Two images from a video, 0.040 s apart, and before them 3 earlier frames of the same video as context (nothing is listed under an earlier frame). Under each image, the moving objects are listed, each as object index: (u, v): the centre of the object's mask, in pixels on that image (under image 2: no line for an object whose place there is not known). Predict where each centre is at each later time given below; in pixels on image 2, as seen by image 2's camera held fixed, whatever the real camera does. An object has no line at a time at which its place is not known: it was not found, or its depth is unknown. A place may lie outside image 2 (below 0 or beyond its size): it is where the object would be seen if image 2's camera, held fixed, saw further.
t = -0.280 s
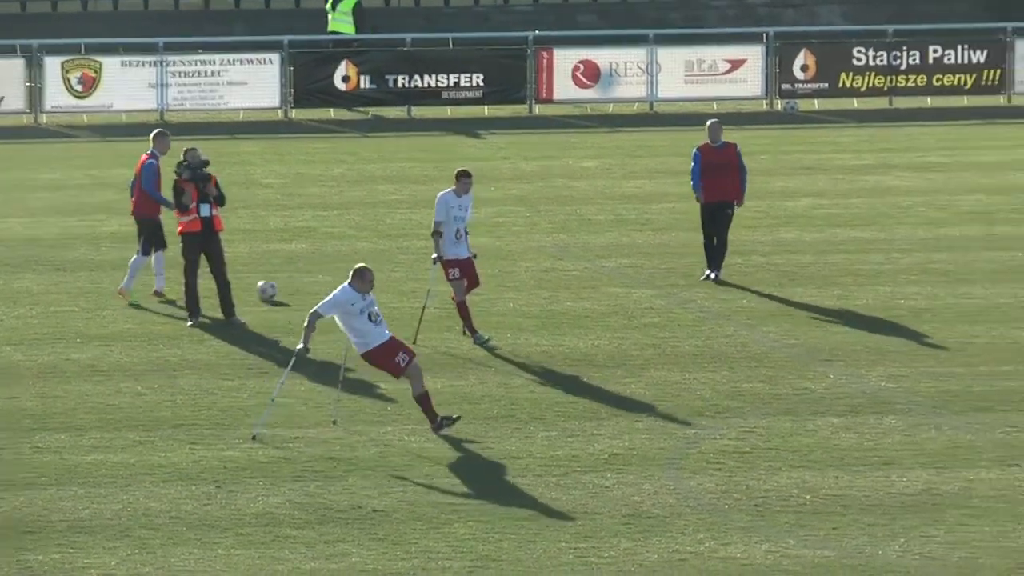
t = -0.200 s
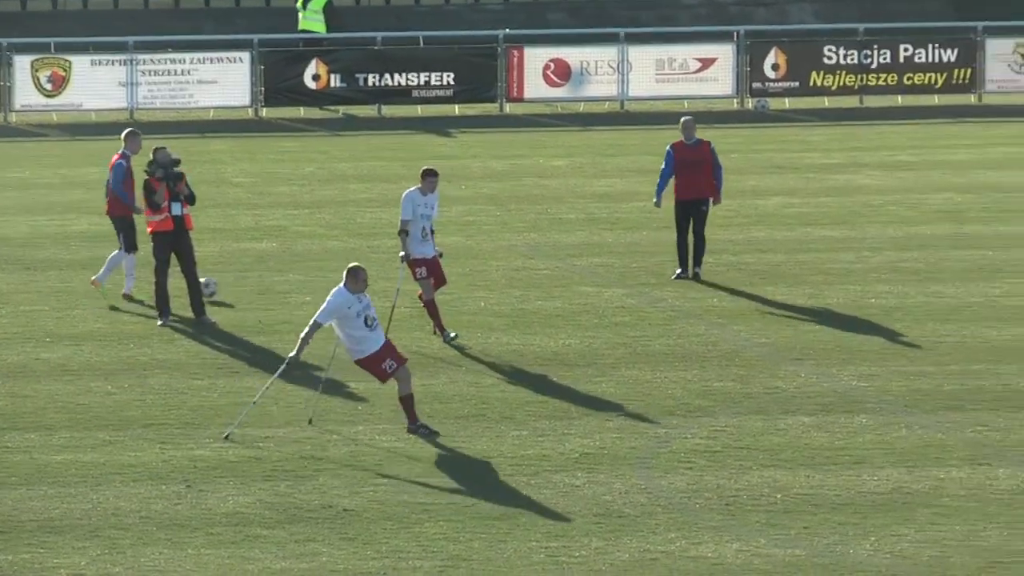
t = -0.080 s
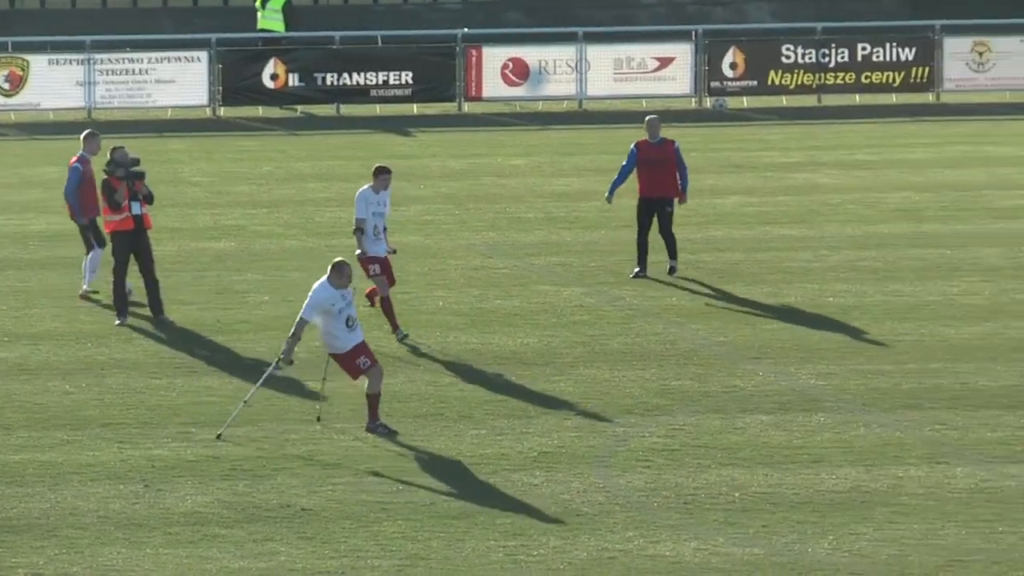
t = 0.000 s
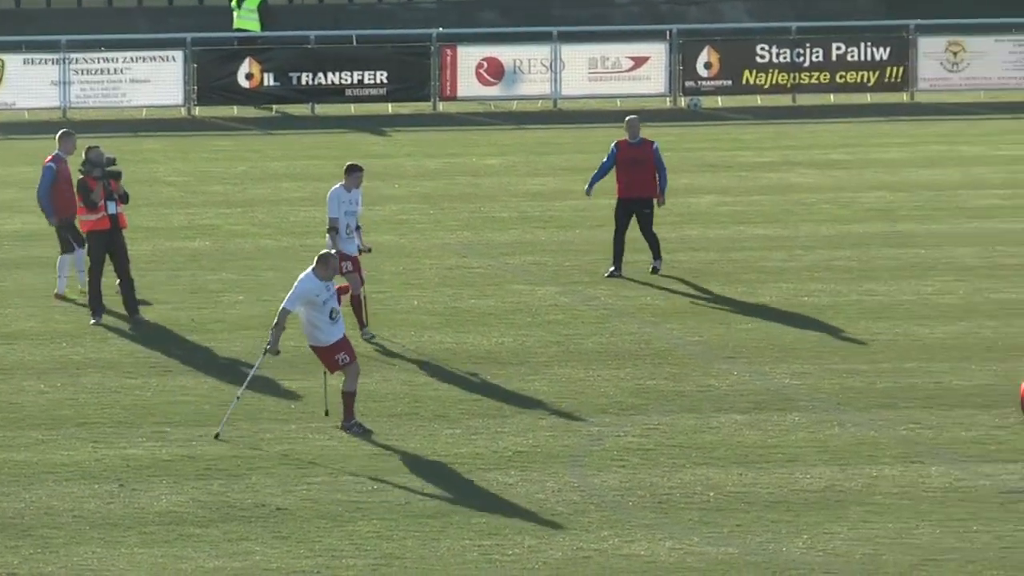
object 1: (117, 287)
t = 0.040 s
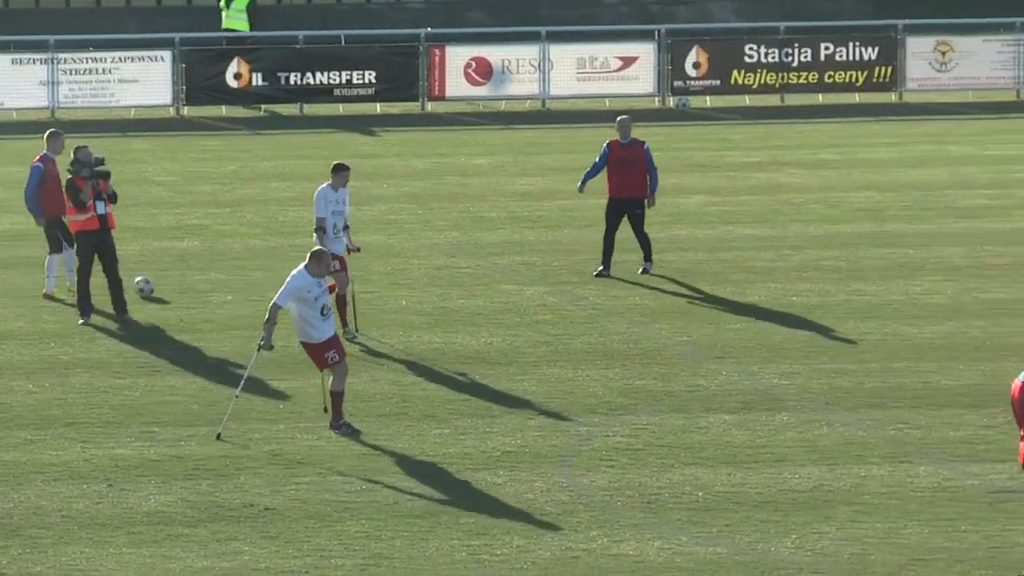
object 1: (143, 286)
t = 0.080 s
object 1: (170, 285)
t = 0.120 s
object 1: (195, 285)
